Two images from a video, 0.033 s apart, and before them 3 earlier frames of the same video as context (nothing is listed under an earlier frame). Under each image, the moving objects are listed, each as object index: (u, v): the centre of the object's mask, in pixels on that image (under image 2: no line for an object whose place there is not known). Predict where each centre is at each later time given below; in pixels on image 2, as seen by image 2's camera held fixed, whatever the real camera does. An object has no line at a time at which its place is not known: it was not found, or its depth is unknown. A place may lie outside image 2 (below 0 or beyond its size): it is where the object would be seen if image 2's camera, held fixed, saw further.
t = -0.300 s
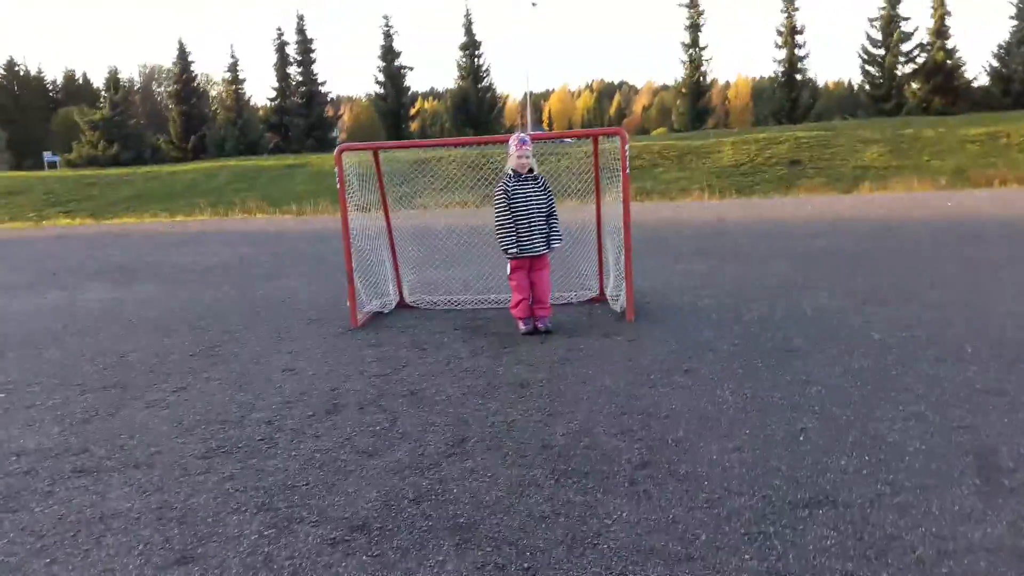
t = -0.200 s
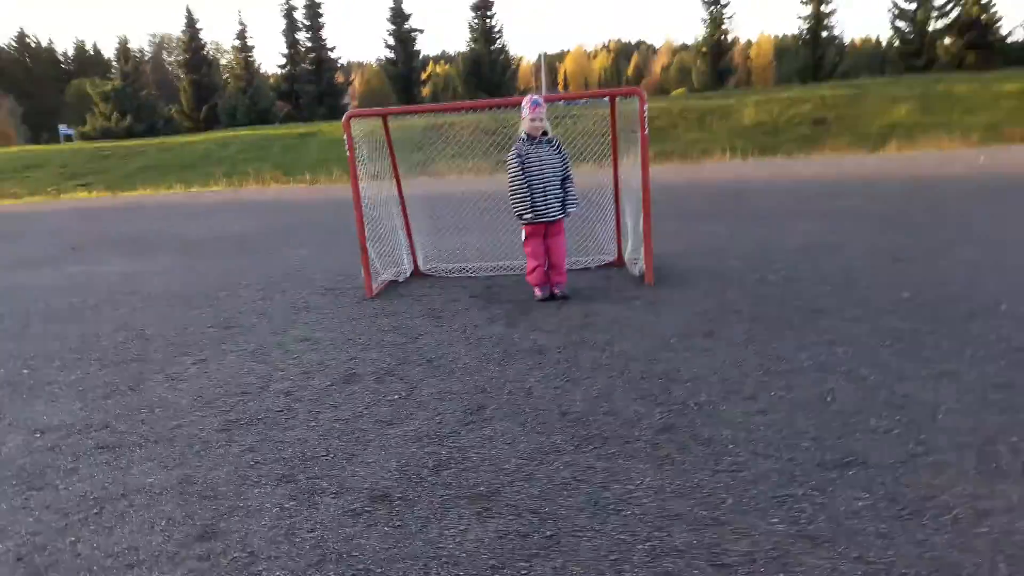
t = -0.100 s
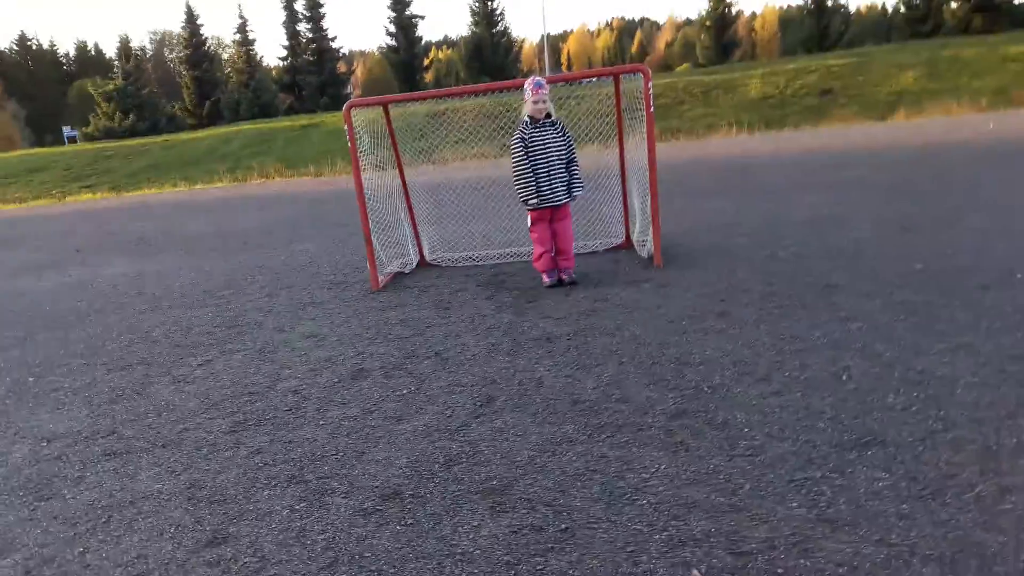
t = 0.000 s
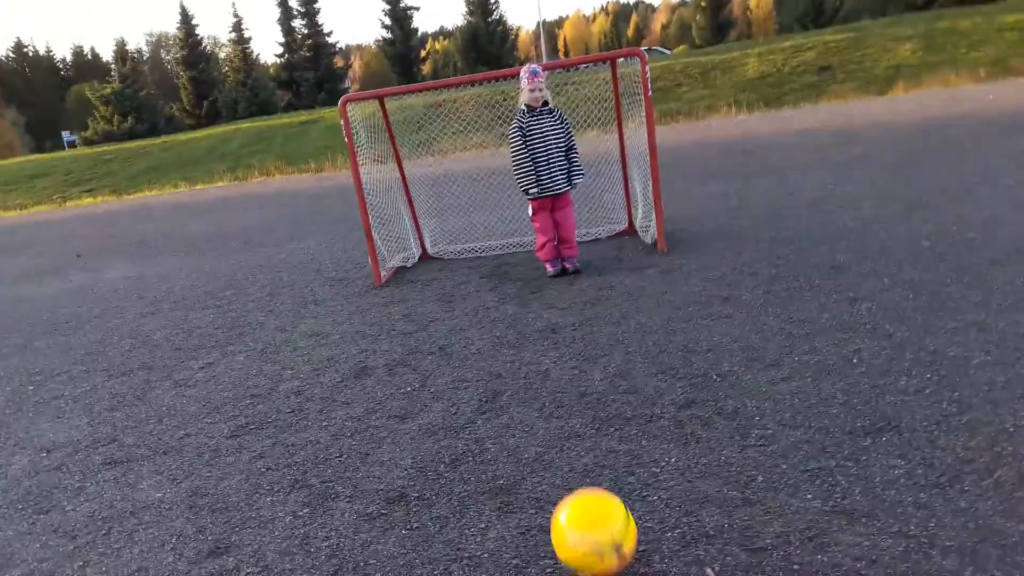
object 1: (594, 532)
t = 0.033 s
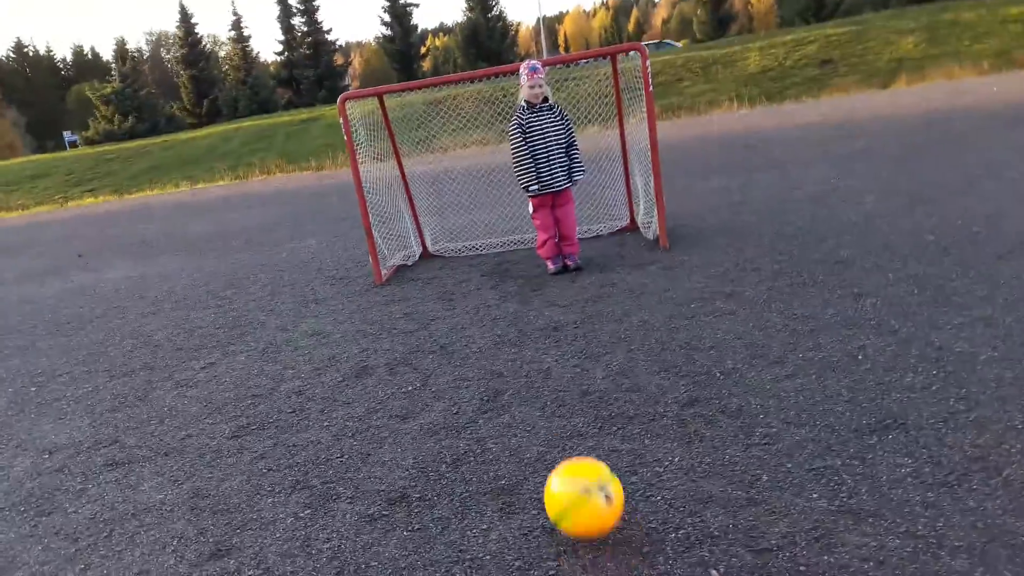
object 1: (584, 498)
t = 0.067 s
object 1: (574, 469)
